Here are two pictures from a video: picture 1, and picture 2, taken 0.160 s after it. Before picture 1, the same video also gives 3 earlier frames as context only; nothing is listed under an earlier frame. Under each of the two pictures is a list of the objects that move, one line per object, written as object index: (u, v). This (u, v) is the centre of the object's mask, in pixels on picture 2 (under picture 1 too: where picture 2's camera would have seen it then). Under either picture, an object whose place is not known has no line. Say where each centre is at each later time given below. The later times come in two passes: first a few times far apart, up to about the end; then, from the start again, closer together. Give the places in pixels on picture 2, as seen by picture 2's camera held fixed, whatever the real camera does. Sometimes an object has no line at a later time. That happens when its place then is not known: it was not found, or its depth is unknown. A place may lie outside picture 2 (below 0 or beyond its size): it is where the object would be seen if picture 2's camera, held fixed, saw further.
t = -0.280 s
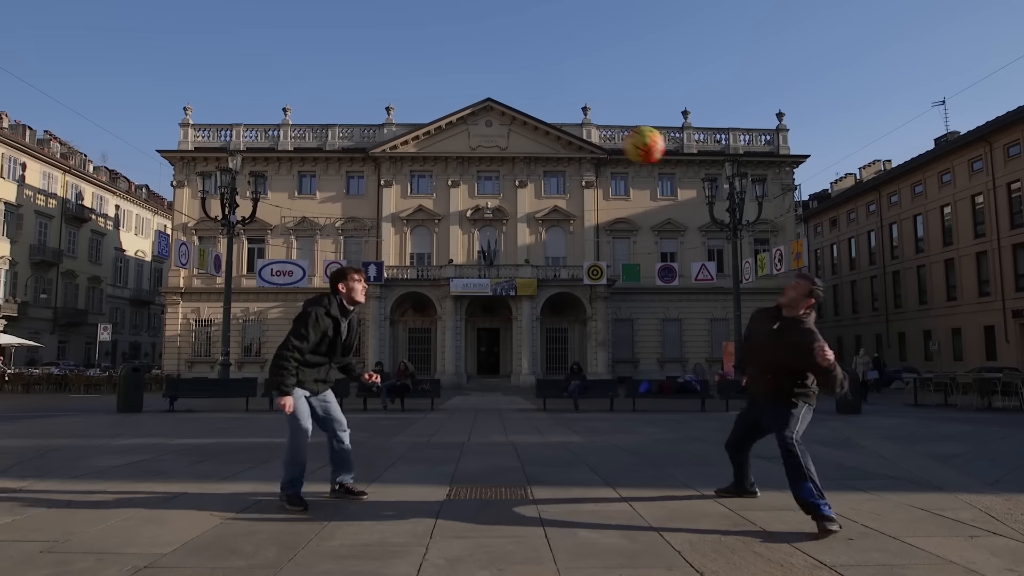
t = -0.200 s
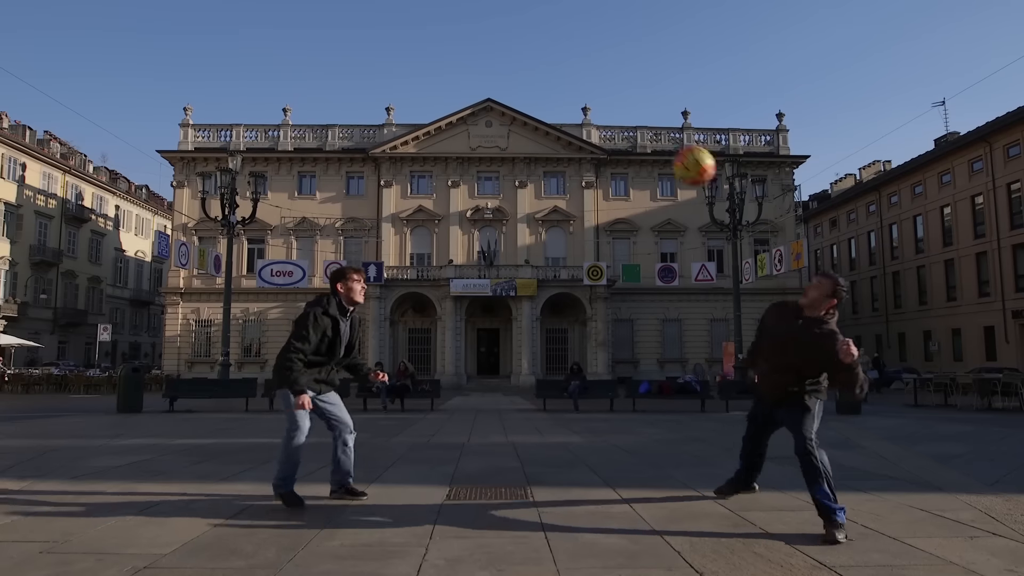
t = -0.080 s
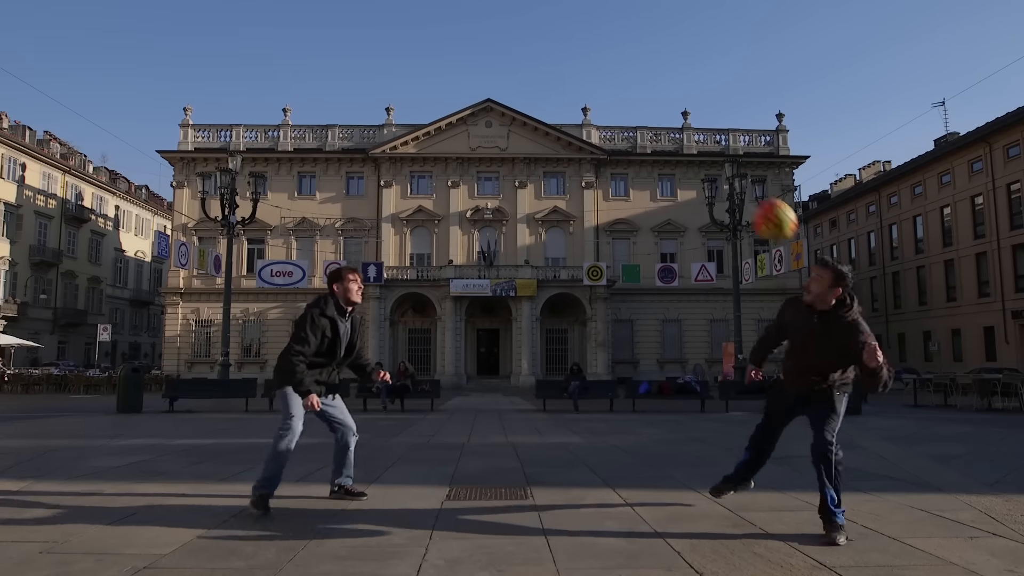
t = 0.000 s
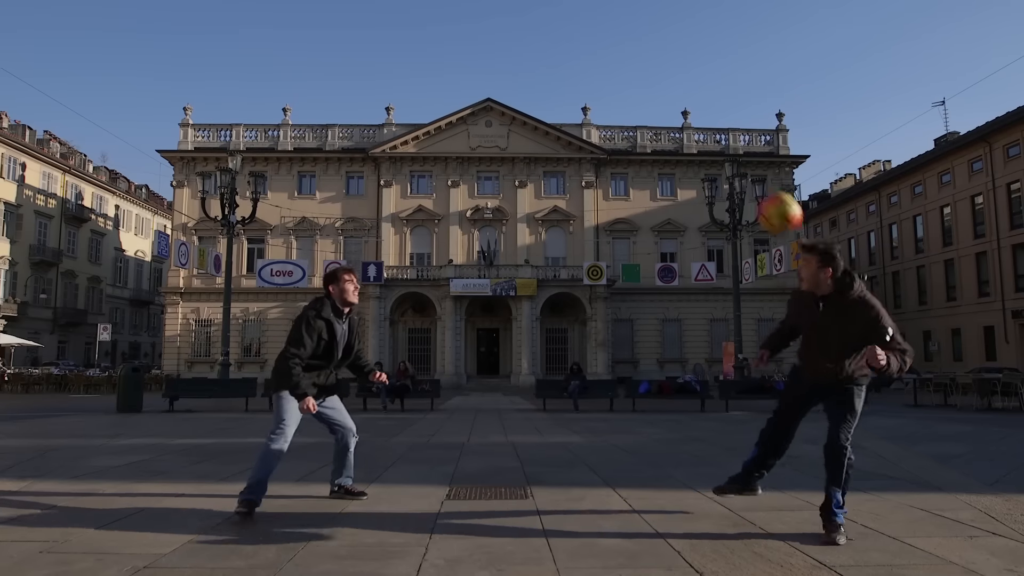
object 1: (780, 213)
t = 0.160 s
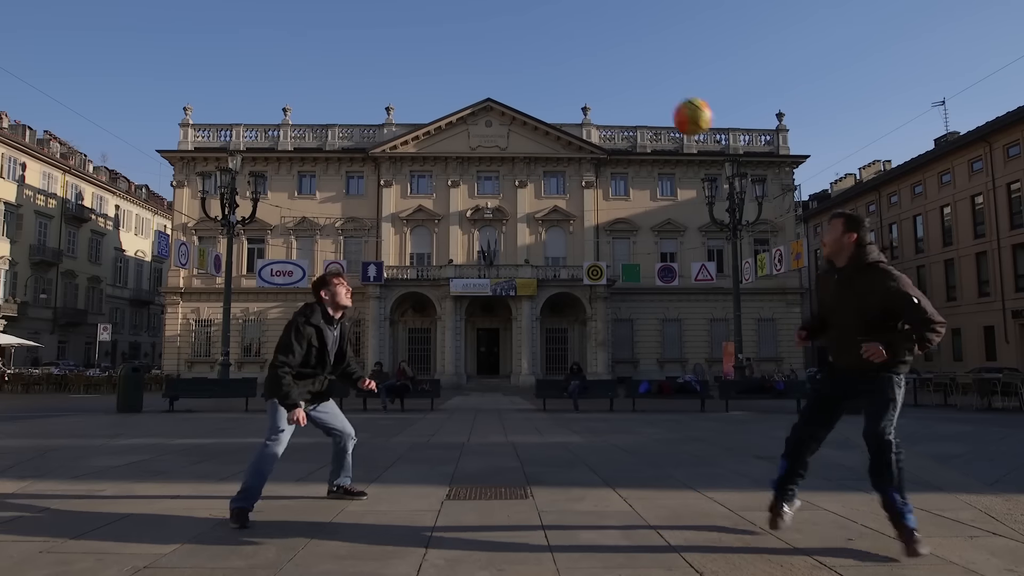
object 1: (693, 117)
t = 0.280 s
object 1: (638, 79)
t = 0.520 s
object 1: (544, 72)
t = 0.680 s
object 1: (490, 110)
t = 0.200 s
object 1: (674, 101)
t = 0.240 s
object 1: (655, 88)
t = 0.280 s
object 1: (638, 79)
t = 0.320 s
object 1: (620, 72)
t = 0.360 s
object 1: (604, 67)
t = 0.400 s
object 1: (588, 65)
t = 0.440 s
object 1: (573, 65)
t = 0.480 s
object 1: (558, 67)
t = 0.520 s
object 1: (544, 72)
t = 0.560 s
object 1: (530, 78)
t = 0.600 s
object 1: (517, 87)
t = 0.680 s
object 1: (490, 110)
